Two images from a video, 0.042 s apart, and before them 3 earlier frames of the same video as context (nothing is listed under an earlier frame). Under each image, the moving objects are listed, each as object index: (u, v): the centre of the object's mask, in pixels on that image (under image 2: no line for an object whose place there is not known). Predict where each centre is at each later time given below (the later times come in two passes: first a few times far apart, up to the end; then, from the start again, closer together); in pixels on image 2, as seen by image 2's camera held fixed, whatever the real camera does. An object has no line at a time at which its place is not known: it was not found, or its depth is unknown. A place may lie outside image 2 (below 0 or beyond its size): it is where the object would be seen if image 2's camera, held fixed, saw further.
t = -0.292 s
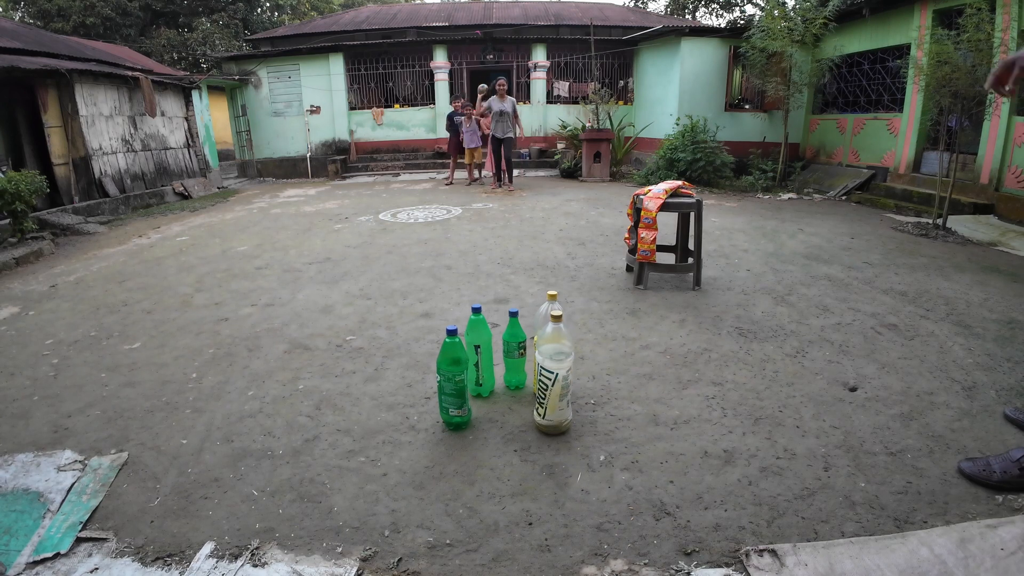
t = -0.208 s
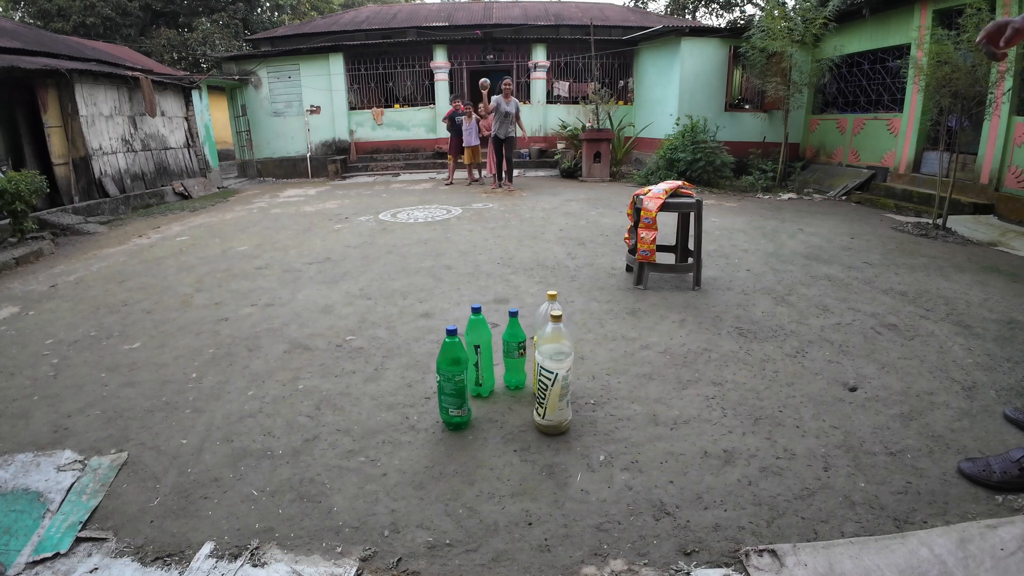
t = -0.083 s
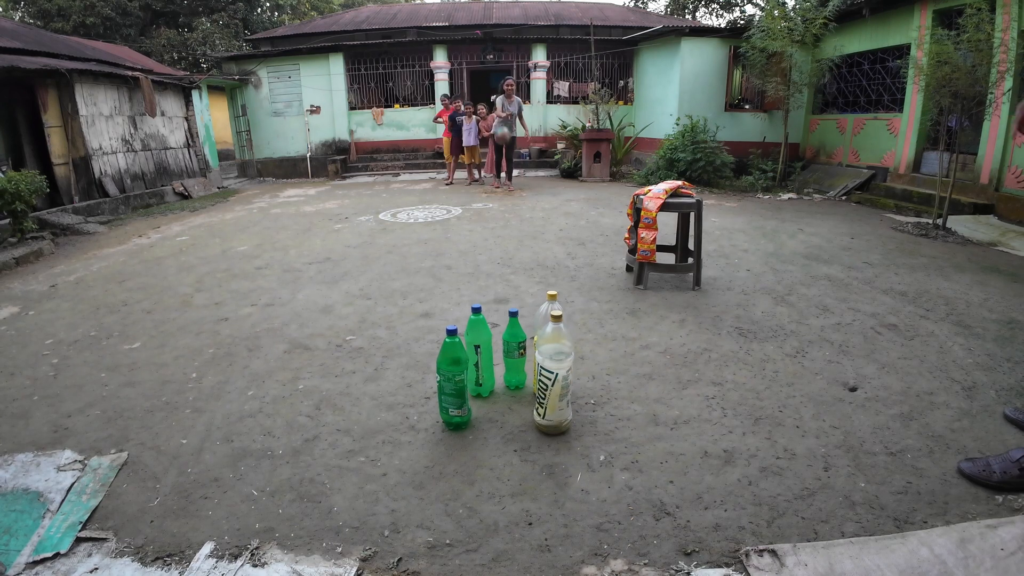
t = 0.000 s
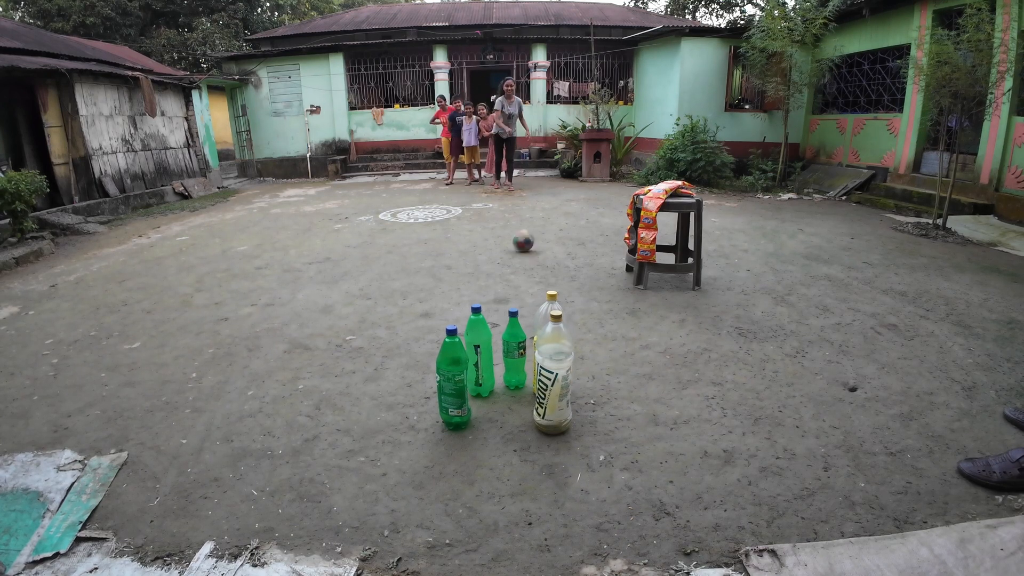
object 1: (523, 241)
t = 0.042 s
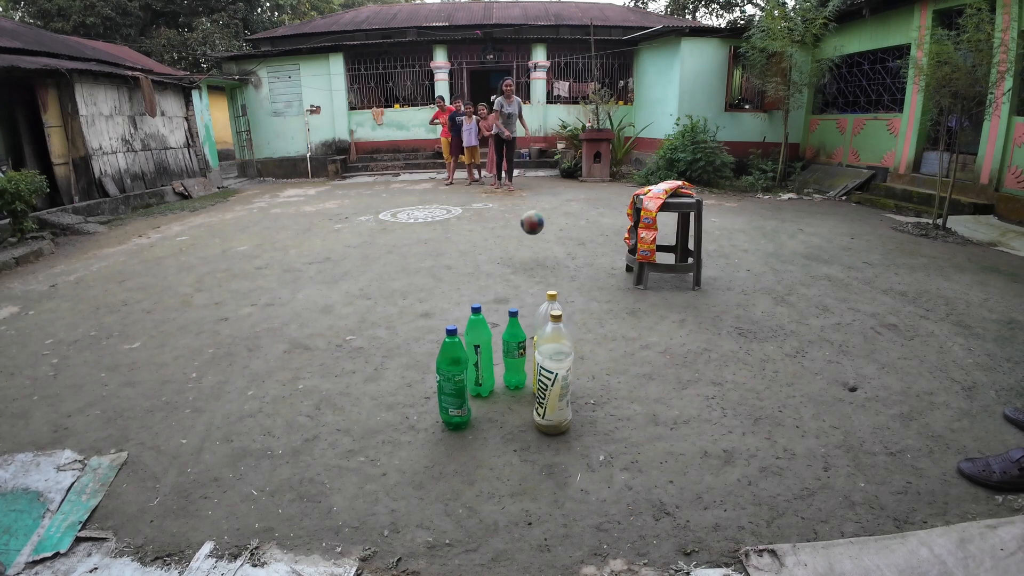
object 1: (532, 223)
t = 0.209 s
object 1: (597, 274)
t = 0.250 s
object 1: (625, 347)
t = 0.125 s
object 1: (557, 213)
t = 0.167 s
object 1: (575, 231)
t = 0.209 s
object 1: (597, 274)
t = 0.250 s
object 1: (625, 347)
